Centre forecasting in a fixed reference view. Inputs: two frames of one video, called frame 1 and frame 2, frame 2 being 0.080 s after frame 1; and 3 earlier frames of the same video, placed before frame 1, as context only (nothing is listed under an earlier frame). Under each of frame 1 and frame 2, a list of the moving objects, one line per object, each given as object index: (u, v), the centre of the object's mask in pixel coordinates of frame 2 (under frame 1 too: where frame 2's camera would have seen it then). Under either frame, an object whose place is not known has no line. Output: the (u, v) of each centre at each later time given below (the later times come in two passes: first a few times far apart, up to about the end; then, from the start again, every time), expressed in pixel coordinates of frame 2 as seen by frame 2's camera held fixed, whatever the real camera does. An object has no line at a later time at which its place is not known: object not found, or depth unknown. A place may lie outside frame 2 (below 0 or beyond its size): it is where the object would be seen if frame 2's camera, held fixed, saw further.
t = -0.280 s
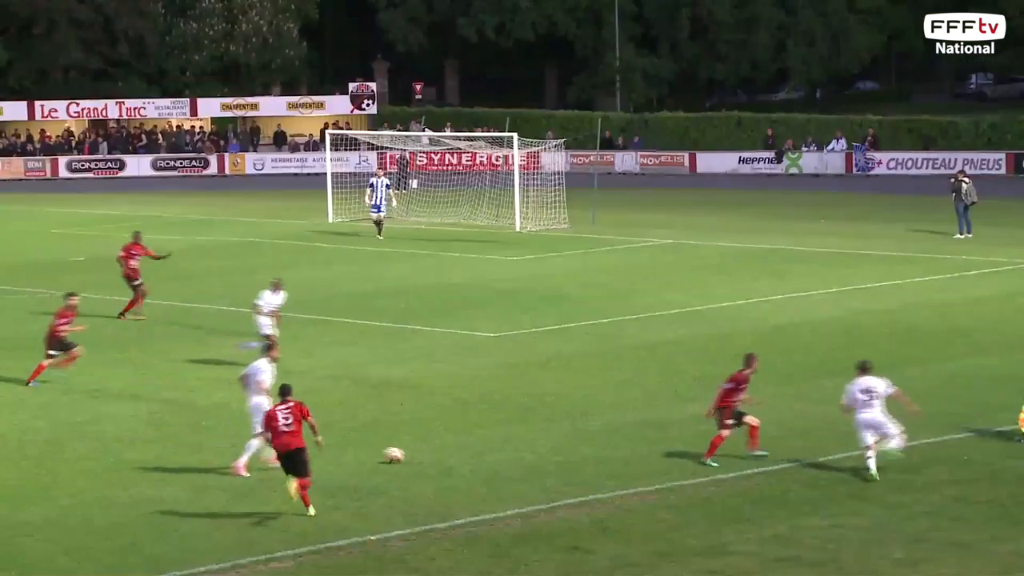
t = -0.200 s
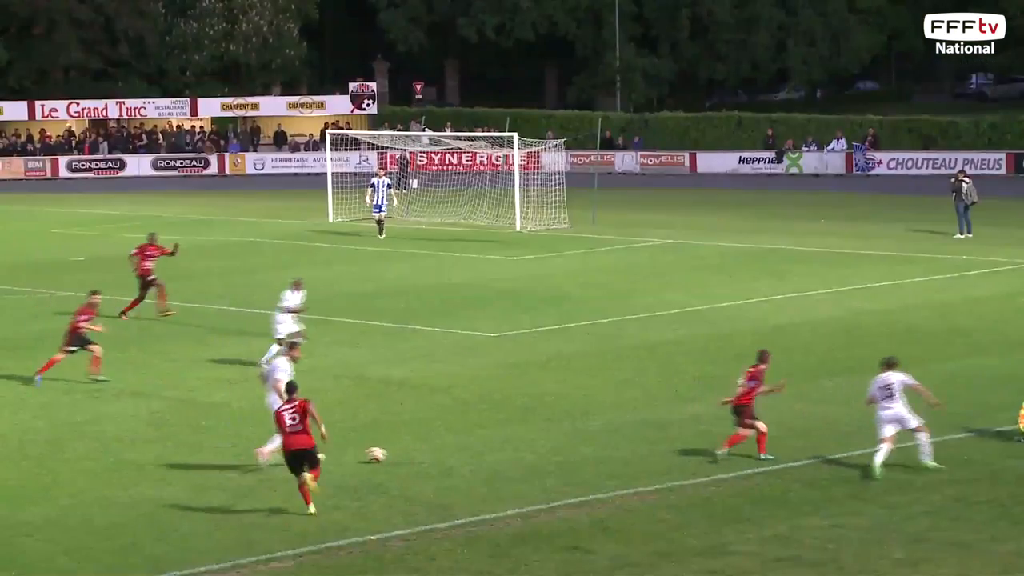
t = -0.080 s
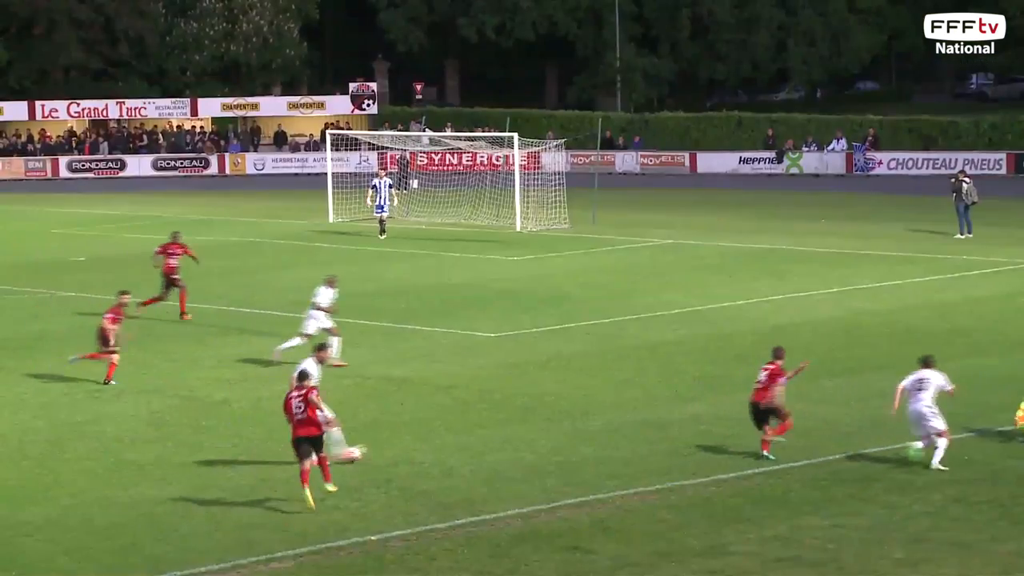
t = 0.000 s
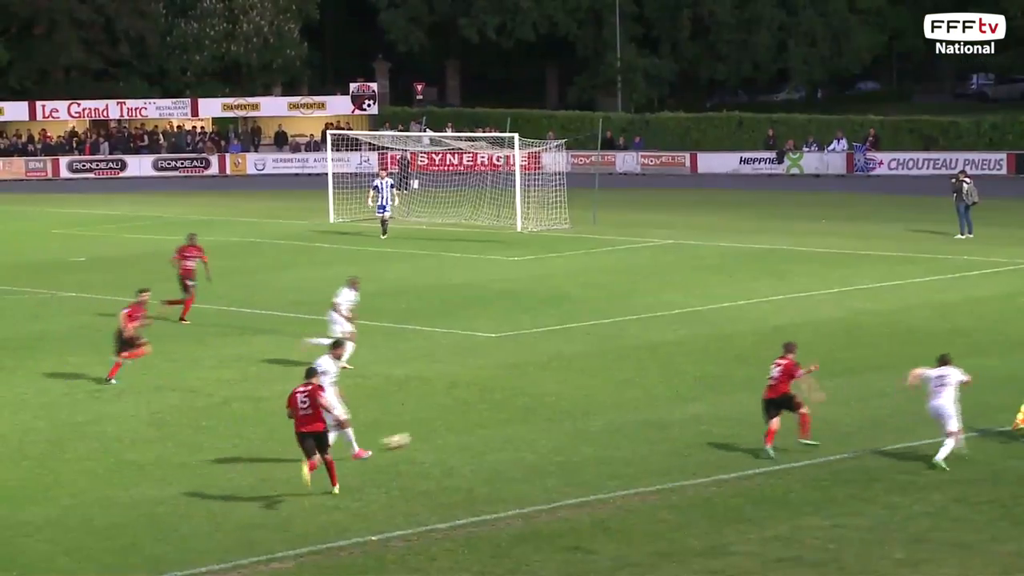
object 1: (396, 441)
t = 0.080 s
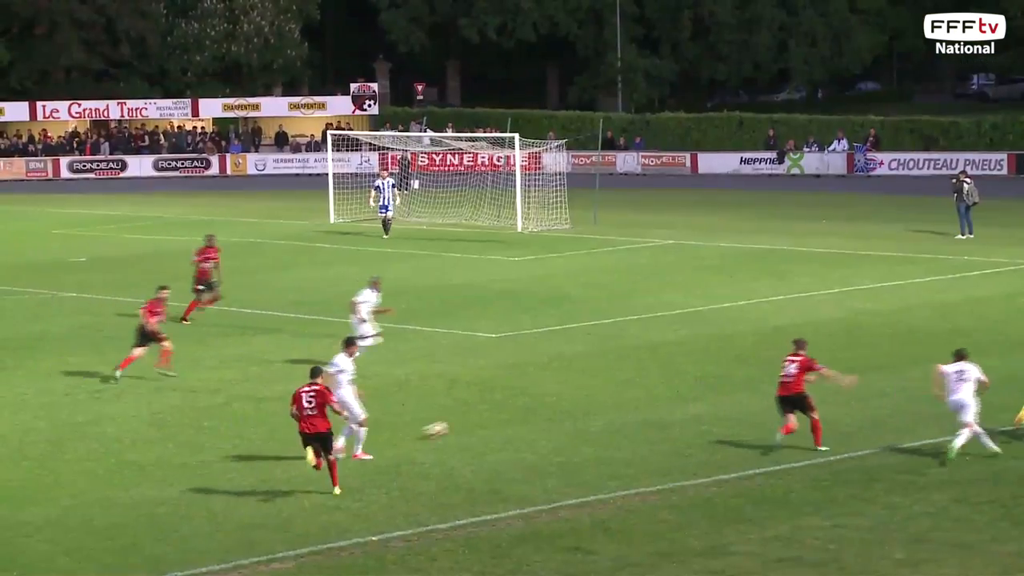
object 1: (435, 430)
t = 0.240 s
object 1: (498, 408)
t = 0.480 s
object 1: (566, 383)
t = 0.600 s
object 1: (591, 371)
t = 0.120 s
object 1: (452, 424)
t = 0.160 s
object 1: (468, 418)
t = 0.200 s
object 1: (484, 413)
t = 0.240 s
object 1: (498, 408)
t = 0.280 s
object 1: (512, 404)
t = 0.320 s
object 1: (524, 399)
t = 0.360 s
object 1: (535, 396)
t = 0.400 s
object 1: (546, 391)
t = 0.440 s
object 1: (557, 387)
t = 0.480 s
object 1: (566, 383)
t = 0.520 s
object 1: (575, 379)
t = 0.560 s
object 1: (583, 375)
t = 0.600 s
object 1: (591, 371)
